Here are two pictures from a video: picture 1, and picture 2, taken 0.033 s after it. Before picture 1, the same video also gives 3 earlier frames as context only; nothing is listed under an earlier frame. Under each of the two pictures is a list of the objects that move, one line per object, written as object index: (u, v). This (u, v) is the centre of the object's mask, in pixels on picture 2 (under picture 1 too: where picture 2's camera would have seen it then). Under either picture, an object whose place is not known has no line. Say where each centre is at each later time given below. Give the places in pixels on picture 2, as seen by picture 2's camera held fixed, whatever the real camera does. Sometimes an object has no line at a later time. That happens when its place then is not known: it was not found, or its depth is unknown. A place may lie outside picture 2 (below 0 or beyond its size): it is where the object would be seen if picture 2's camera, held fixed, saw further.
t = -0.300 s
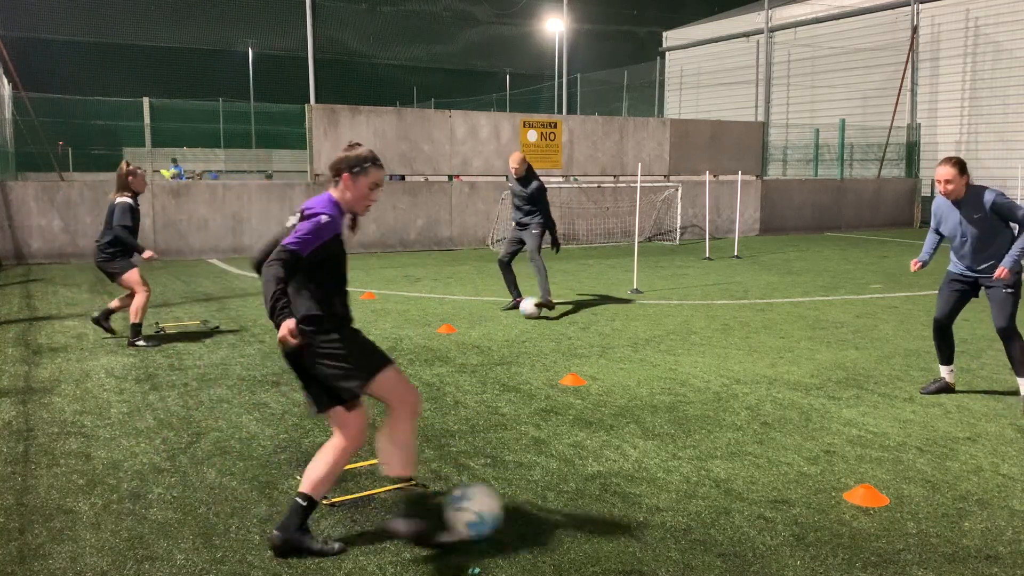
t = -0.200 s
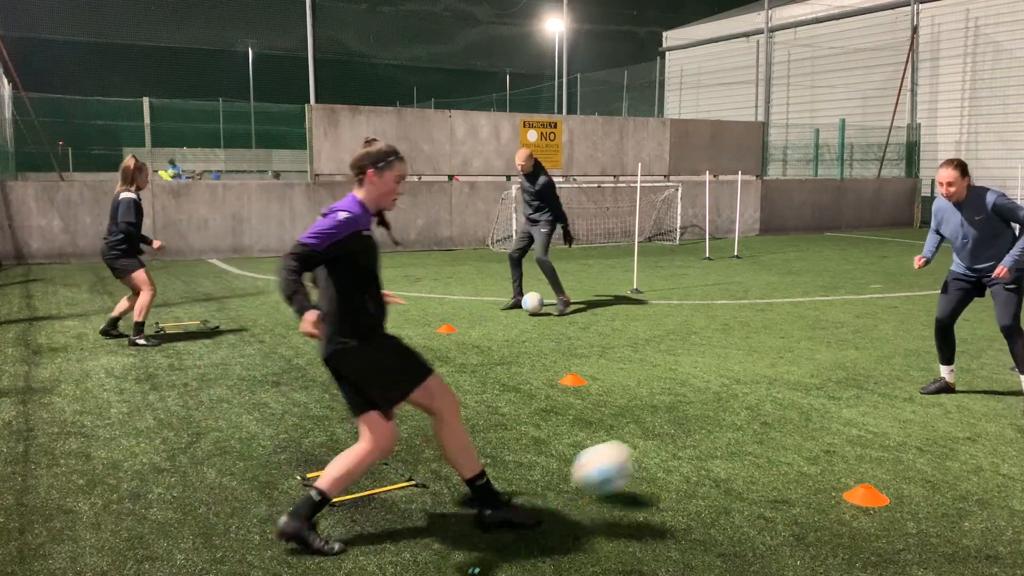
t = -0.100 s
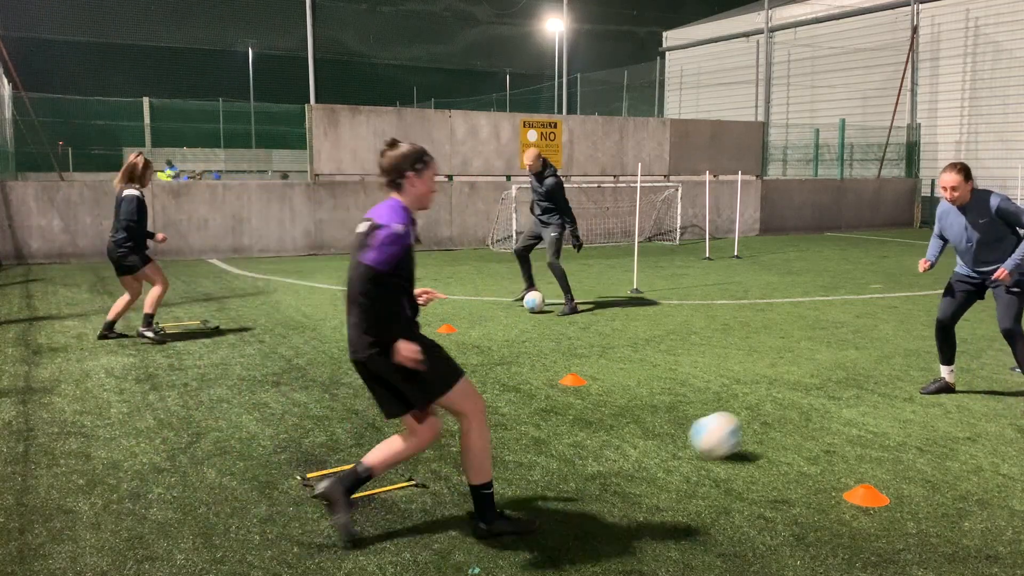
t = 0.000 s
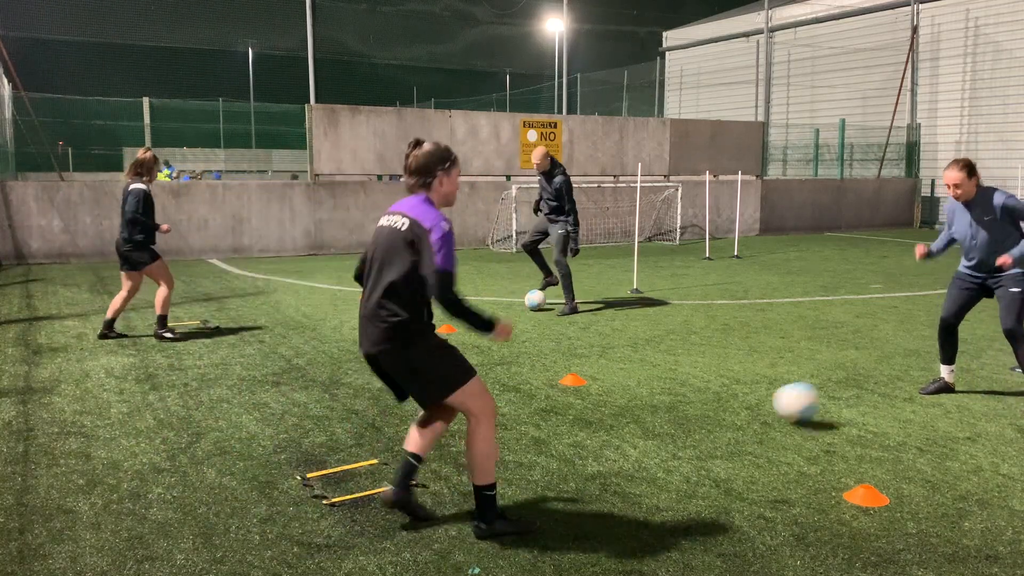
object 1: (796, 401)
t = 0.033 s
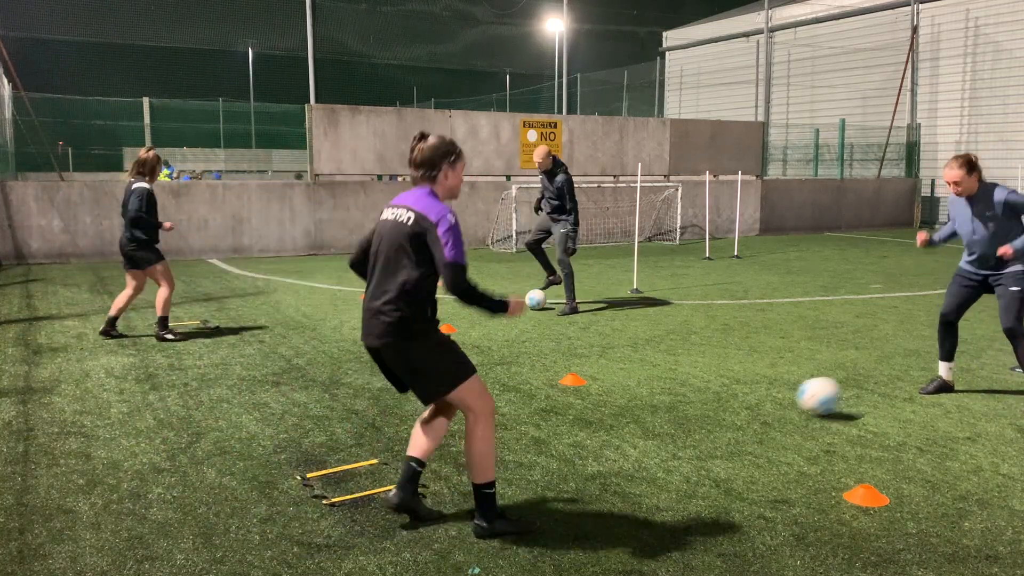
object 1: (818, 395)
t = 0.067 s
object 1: (840, 391)
